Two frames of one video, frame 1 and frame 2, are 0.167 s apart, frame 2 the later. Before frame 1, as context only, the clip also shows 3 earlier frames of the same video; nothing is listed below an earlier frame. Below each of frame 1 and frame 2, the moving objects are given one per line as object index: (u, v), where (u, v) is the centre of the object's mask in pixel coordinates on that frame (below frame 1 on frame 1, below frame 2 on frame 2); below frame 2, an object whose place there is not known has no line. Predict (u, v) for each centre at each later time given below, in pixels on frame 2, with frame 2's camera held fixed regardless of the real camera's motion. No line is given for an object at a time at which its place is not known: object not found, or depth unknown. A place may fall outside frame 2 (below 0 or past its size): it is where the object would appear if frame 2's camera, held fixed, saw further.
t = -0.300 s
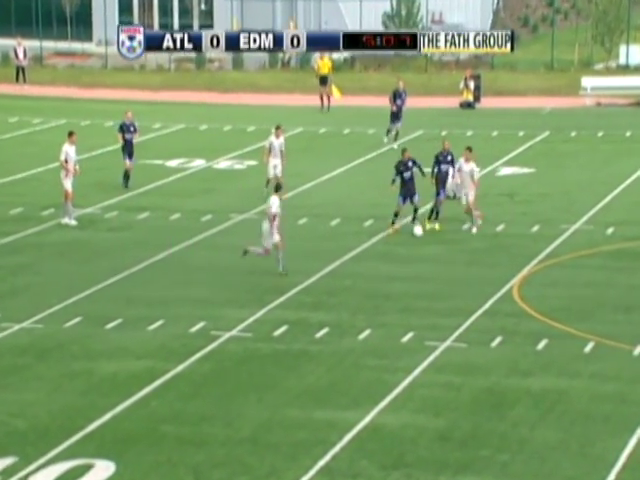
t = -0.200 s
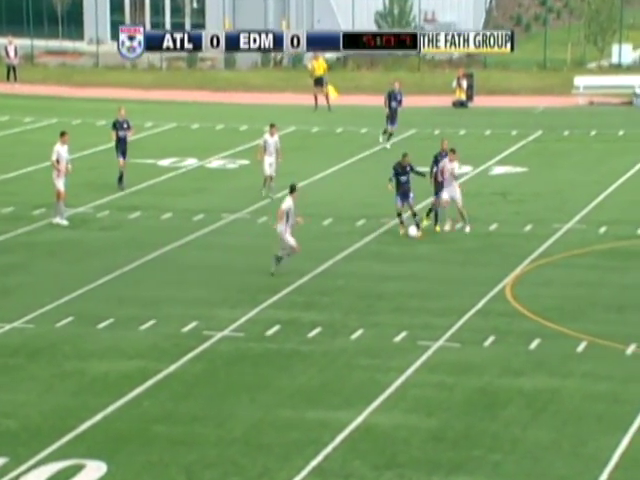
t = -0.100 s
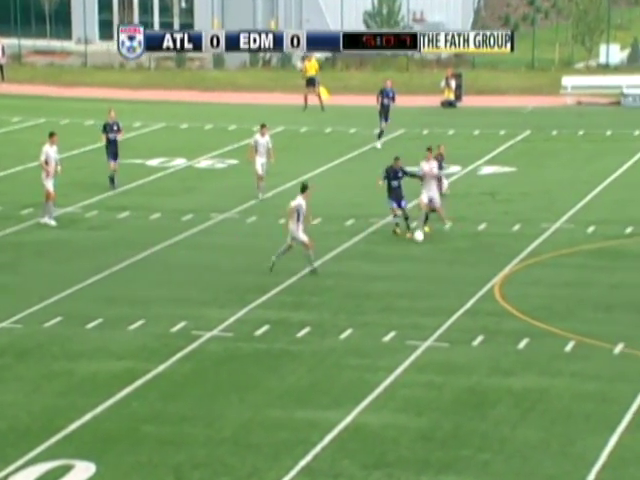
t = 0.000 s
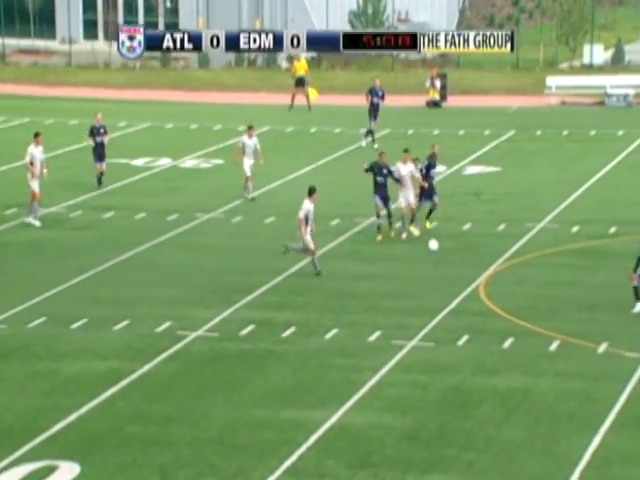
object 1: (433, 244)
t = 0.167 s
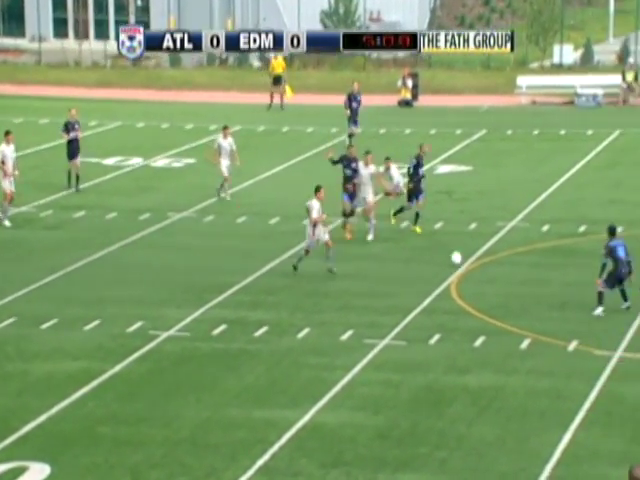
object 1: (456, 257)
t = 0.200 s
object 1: (467, 259)
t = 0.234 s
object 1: (479, 261)
